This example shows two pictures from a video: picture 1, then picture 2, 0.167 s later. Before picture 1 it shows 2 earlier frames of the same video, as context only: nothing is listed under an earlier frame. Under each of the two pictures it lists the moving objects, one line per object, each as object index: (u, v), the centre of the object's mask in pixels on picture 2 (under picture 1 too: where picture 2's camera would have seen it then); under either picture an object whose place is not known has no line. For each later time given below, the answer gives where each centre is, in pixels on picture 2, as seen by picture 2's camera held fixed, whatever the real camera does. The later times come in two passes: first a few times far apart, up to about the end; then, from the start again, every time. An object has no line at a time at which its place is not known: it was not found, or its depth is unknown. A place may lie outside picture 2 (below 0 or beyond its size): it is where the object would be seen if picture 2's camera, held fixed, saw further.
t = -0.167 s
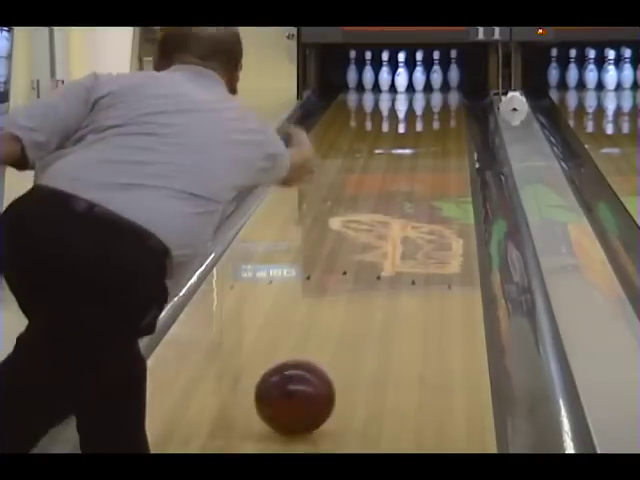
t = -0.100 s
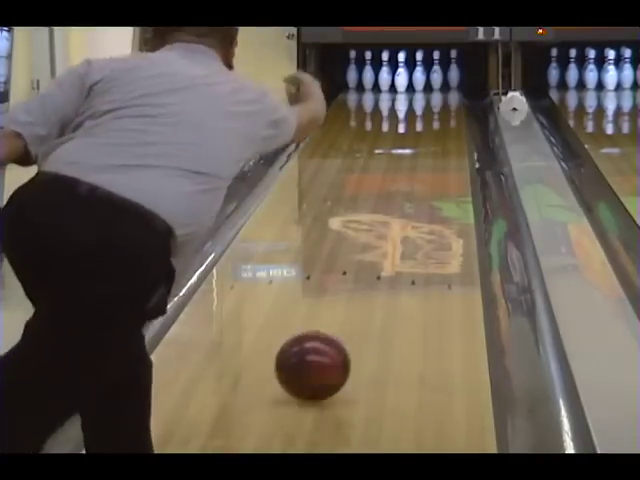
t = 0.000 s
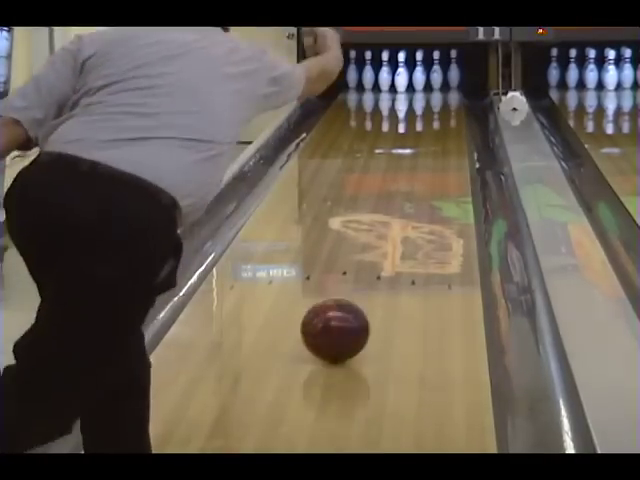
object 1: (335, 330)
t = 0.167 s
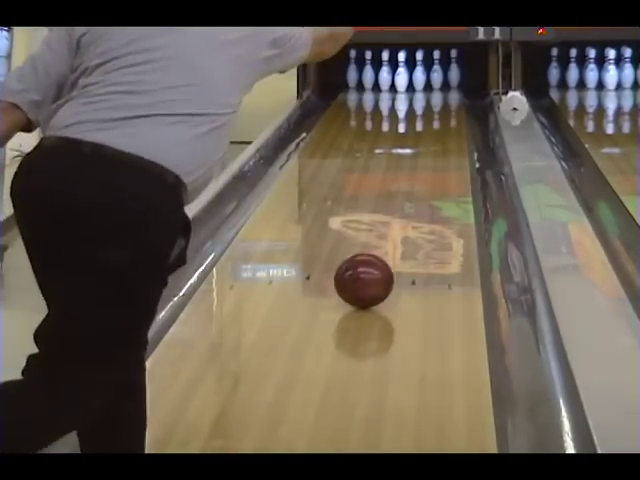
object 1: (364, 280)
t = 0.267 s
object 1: (377, 256)
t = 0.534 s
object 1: (405, 206)
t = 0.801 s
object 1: (423, 172)
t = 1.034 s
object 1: (432, 148)
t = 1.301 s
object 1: (438, 127)
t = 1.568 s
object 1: (438, 111)
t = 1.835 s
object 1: (434, 99)
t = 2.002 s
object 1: (427, 90)
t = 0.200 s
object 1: (369, 272)
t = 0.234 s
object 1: (373, 264)
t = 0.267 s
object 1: (377, 256)
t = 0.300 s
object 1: (381, 249)
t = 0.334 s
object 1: (385, 242)
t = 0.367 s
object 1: (389, 236)
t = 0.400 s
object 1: (392, 230)
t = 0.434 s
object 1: (395, 224)
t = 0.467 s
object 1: (399, 218)
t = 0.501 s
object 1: (402, 212)
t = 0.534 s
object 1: (405, 206)
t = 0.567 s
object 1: (408, 201)
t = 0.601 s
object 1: (410, 196)
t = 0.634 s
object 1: (412, 192)
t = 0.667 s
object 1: (415, 187)
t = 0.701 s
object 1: (417, 183)
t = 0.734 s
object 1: (419, 179)
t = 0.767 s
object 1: (421, 176)
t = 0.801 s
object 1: (423, 172)
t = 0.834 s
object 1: (425, 168)
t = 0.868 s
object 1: (427, 164)
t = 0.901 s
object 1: (428, 161)
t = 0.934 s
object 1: (429, 158)
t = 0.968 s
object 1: (430, 155)
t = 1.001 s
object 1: (431, 151)
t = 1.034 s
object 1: (432, 148)
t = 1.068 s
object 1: (433, 145)
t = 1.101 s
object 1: (435, 143)
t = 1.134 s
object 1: (436, 139)
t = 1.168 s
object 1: (436, 137)
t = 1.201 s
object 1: (437, 135)
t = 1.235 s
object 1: (438, 132)
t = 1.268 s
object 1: (438, 130)
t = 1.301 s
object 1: (438, 127)
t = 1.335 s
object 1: (439, 124)
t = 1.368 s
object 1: (439, 122)
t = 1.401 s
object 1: (439, 120)
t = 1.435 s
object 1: (439, 118)
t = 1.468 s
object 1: (439, 116)
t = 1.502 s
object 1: (439, 114)
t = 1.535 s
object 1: (439, 112)
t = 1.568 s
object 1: (438, 111)
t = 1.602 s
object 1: (439, 109)
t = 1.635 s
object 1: (438, 108)
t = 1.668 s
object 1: (437, 107)
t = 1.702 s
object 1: (437, 105)
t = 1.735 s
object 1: (437, 103)
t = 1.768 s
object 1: (436, 101)
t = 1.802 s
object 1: (435, 100)
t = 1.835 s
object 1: (434, 99)
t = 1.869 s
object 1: (432, 97)
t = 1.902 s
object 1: (431, 95)
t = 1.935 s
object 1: (430, 93)
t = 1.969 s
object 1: (429, 91)
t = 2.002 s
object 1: (427, 90)
